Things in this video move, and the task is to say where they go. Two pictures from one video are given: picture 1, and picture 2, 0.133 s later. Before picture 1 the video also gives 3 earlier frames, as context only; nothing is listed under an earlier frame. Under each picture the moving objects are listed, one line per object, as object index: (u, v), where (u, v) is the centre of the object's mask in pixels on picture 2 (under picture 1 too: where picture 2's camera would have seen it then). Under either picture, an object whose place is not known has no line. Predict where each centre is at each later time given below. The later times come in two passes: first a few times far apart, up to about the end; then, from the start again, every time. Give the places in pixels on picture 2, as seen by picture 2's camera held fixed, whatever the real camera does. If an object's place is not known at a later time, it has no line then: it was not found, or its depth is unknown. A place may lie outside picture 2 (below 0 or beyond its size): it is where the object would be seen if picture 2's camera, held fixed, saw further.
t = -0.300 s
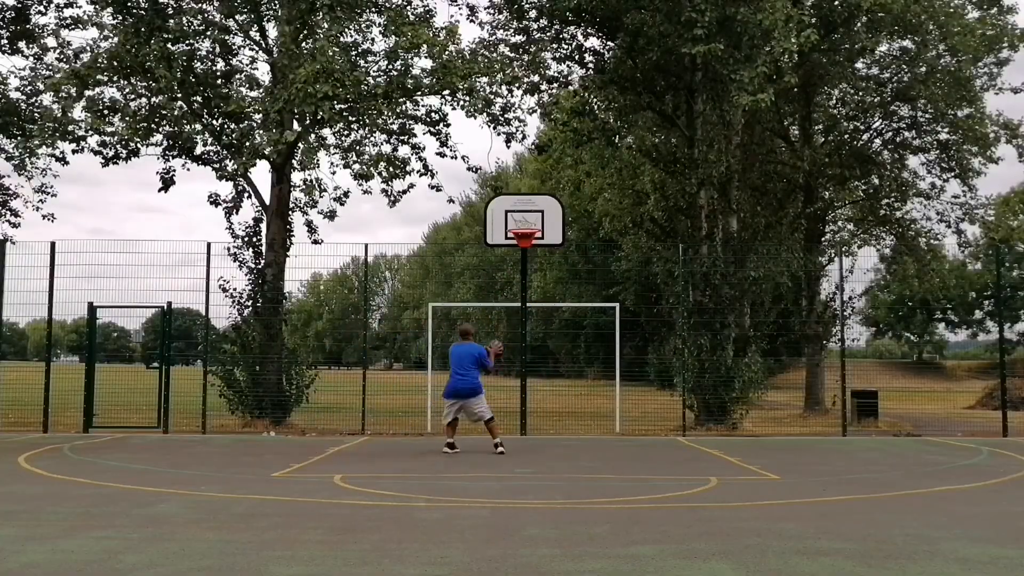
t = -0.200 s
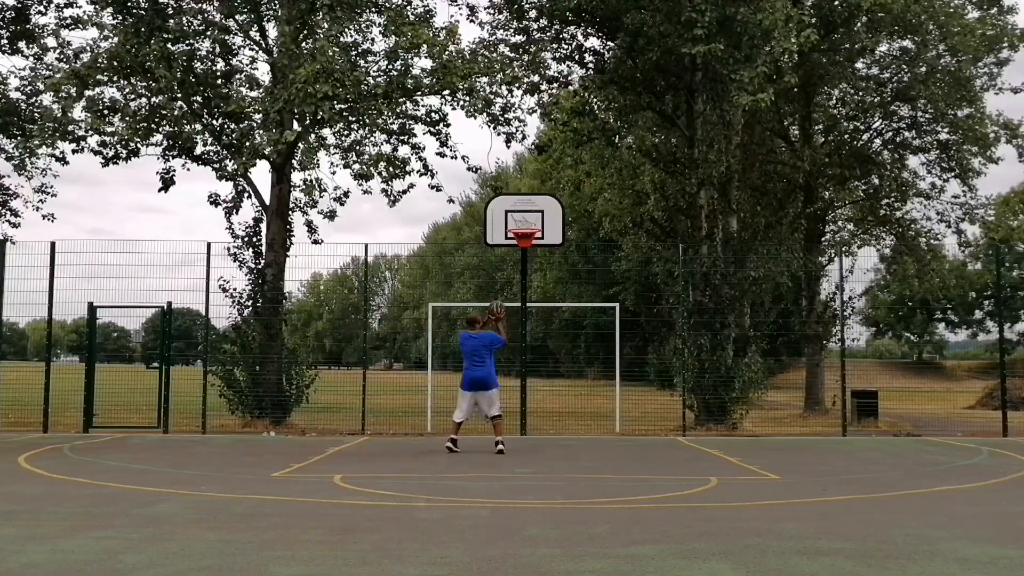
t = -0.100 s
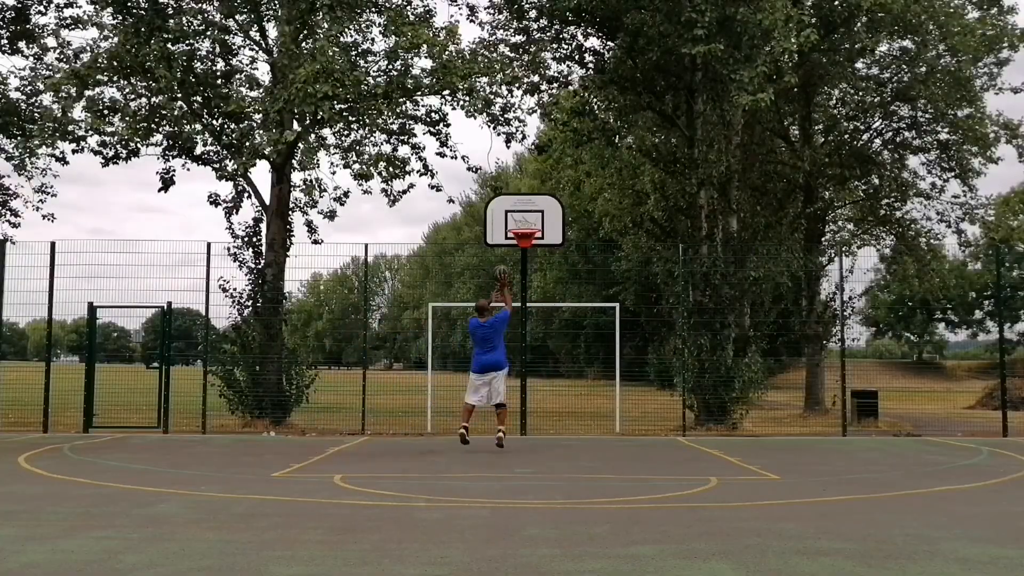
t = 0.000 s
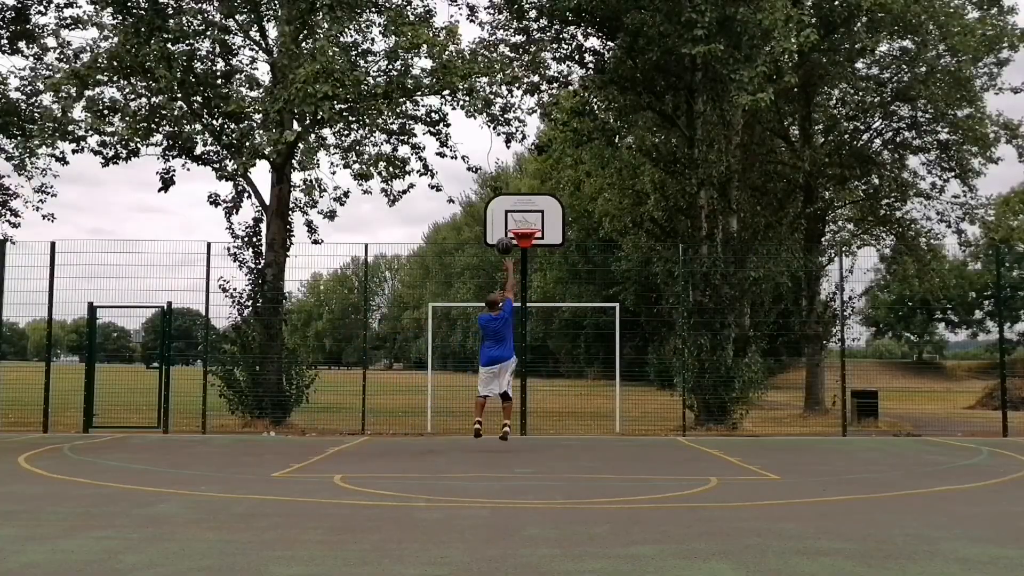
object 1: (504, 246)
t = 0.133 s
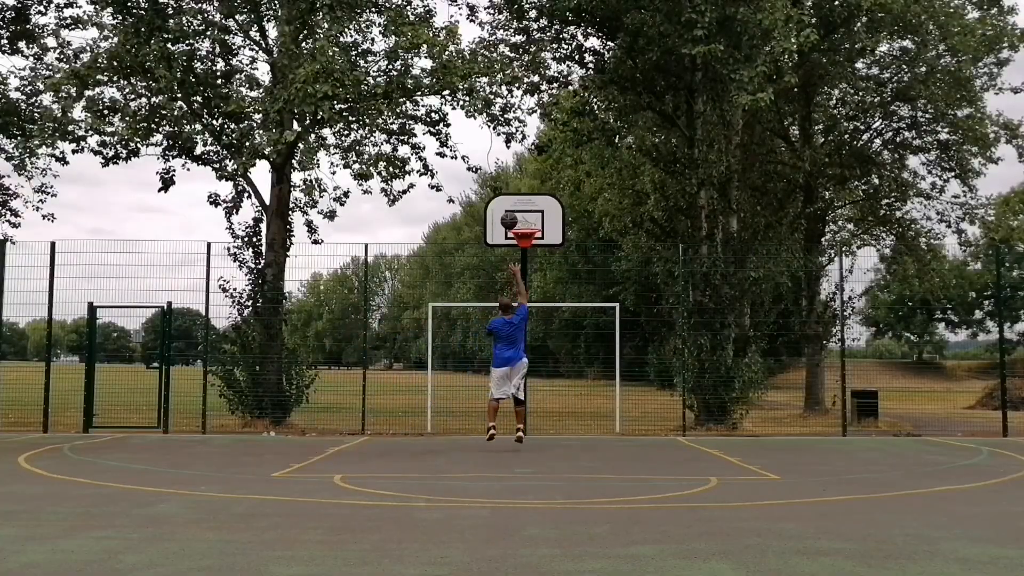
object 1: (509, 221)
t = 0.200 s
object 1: (511, 213)
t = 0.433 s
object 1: (518, 213)
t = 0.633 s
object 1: (521, 210)
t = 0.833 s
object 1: (522, 217)
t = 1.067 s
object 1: (524, 213)
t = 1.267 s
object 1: (525, 230)
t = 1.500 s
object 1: (524, 266)
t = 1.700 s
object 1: (523, 326)
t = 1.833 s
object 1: (522, 381)
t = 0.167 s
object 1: (510, 217)
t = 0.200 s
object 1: (511, 213)
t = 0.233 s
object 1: (512, 211)
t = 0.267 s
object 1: (513, 209)
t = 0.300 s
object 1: (514, 208)
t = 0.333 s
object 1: (515, 208)
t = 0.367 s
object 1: (516, 209)
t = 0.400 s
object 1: (517, 211)
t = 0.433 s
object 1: (518, 213)
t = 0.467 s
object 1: (519, 216)
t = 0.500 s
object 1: (520, 220)
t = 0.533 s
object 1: (520, 218)
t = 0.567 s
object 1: (521, 215)
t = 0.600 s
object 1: (521, 212)
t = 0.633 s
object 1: (521, 210)
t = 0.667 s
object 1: (521, 210)
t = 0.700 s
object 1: (522, 210)
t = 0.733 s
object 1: (522, 210)
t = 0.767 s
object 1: (522, 211)
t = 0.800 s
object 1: (522, 214)
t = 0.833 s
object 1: (522, 217)
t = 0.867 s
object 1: (522, 220)
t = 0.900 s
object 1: (523, 218)
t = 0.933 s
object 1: (523, 215)
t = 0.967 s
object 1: (524, 213)
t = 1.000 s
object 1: (524, 213)
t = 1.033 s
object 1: (524, 213)
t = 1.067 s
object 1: (524, 213)
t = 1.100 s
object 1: (525, 215)
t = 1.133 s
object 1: (525, 217)
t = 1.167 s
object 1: (525, 220)
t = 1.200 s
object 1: (526, 222)
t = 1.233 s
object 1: (526, 228)
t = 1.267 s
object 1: (525, 230)
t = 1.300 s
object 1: (525, 232)
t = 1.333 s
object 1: (526, 237)
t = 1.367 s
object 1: (525, 240)
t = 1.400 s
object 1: (525, 246)
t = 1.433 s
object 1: (525, 252)
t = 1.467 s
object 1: (524, 258)
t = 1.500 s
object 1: (524, 266)
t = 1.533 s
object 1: (524, 275)
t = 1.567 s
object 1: (523, 283)
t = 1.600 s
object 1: (522, 292)
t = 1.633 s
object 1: (523, 304)
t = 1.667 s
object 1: (524, 315)
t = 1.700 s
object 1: (523, 326)
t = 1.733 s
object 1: (523, 339)
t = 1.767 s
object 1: (522, 352)
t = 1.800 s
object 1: (522, 365)
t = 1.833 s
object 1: (522, 381)
